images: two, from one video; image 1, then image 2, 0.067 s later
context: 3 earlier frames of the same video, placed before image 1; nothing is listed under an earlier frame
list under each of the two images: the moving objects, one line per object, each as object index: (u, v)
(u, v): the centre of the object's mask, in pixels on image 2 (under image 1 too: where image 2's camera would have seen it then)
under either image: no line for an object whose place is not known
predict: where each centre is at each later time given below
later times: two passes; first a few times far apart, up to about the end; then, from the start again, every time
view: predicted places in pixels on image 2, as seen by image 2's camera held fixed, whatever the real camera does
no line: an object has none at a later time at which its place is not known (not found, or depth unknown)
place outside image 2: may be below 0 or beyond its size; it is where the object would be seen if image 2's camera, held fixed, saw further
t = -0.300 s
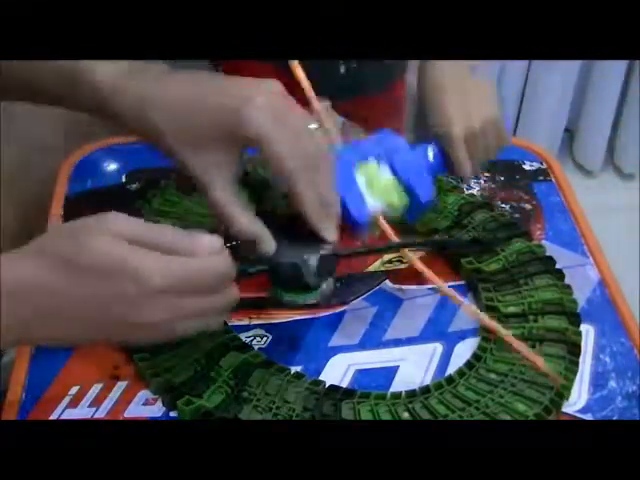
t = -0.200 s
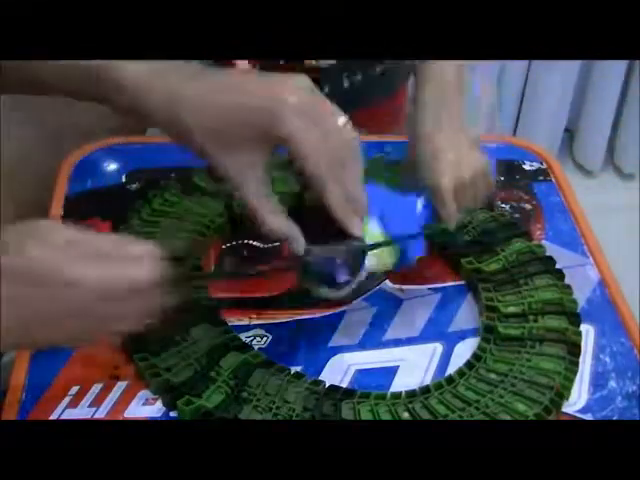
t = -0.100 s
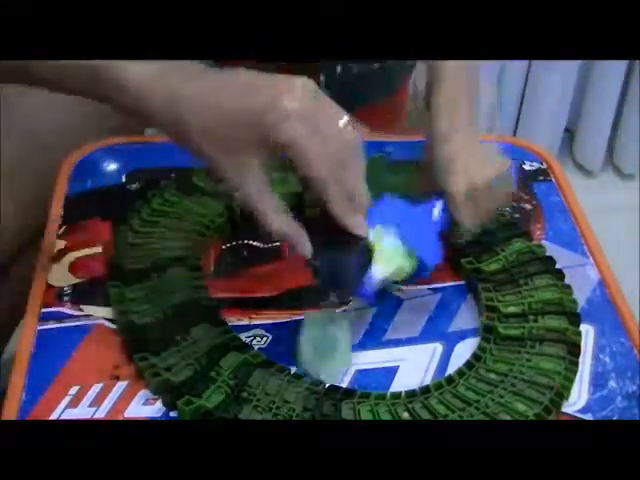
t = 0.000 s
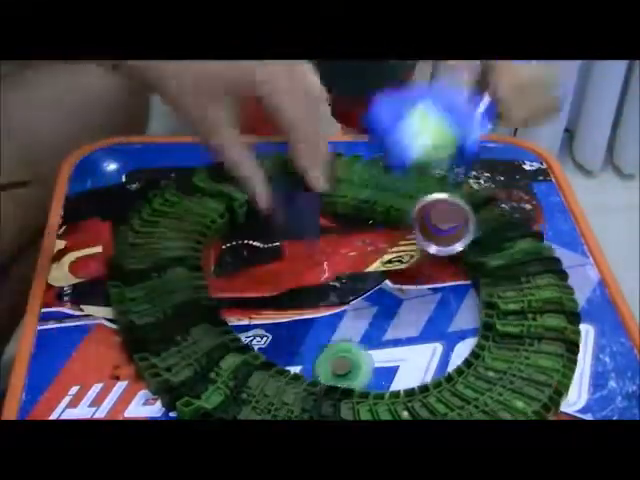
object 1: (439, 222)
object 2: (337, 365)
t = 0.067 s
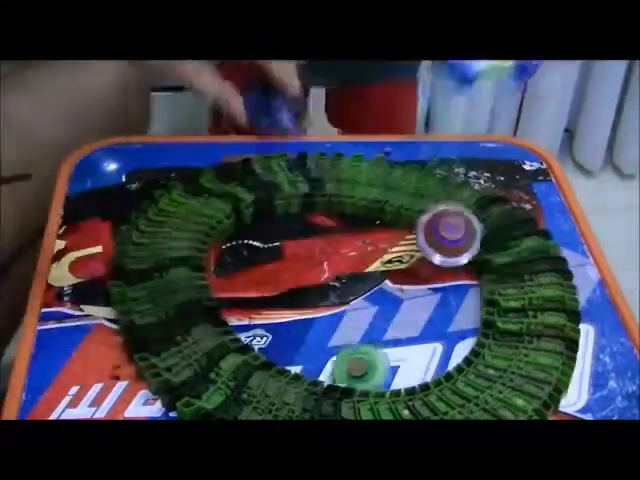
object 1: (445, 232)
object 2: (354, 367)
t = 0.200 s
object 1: (434, 242)
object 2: (373, 365)
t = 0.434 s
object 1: (461, 250)
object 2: (382, 367)
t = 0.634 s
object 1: (466, 267)
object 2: (381, 364)
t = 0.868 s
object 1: (462, 305)
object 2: (371, 357)
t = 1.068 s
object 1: (442, 336)
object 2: (362, 352)
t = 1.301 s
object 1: (394, 354)
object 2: (351, 335)
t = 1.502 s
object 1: (339, 352)
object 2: (358, 320)
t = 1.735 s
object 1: (258, 320)
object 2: (373, 306)
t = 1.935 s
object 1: (236, 273)
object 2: (389, 299)
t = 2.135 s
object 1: (231, 232)
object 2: (401, 300)
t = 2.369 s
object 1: (250, 212)
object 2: (406, 305)
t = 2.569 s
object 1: (258, 204)
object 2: (402, 313)
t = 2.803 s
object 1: (309, 216)
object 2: (380, 317)
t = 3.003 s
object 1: (364, 241)
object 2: (361, 309)
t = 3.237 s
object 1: (414, 263)
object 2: (348, 294)
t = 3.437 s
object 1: (436, 278)
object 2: (348, 282)
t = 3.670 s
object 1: (444, 293)
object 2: (359, 271)
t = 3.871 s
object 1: (438, 305)
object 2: (372, 269)
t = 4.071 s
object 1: (412, 316)
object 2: (382, 273)
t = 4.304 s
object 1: (352, 319)
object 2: (382, 282)
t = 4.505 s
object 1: (293, 311)
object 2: (370, 289)
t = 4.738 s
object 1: (239, 298)
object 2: (349, 290)
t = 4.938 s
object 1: (232, 294)
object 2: (333, 286)
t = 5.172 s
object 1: (248, 282)
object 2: (325, 276)
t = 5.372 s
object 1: (283, 273)
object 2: (332, 266)
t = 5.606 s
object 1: (315, 255)
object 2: (415, 231)
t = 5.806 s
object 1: (331, 235)
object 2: (422, 239)
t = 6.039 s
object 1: (320, 219)
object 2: (423, 247)
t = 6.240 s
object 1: (312, 227)
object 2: (412, 254)
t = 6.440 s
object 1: (325, 249)
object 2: (393, 254)
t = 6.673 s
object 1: (364, 269)
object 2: (379, 244)
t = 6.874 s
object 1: (392, 270)
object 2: (375, 238)
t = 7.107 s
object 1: (396, 264)
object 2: (382, 233)
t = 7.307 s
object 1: (374, 258)
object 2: (394, 233)
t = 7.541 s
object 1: (329, 261)
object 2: (392, 247)
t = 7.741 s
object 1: (299, 275)
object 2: (383, 252)
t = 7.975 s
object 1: (297, 294)
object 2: (366, 253)
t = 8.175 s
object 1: (327, 293)
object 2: (354, 247)
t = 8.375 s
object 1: (345, 269)
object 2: (350, 238)
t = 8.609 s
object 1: (333, 240)
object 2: (377, 216)
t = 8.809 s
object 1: (303, 235)
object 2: (386, 223)
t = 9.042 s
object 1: (293, 253)
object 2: (383, 229)
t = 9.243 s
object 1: (315, 268)
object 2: (372, 230)
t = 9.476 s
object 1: (355, 272)
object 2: (362, 228)
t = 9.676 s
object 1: (377, 261)
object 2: (360, 223)
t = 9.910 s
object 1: (369, 245)
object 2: (364, 217)
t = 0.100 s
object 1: (441, 236)
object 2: (360, 368)
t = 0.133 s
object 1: (437, 239)
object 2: (365, 367)
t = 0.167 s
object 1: (436, 239)
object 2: (369, 367)
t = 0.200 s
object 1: (434, 242)
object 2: (373, 365)
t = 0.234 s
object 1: (434, 243)
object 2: (376, 365)
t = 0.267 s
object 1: (436, 243)
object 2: (377, 365)
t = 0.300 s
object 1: (439, 245)
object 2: (379, 365)
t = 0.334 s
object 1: (443, 246)
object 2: (381, 365)
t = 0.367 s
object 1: (448, 247)
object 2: (381, 367)
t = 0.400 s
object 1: (455, 249)
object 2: (382, 367)
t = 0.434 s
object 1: (461, 250)
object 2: (382, 367)
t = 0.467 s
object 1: (463, 253)
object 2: (382, 368)
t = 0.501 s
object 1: (464, 254)
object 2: (383, 367)
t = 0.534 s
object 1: (466, 257)
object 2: (383, 366)
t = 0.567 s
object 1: (466, 261)
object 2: (383, 365)
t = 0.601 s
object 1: (467, 264)
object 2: (381, 364)
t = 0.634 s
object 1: (466, 267)
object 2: (381, 364)
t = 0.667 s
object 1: (467, 272)
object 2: (380, 364)
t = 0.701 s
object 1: (468, 276)
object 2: (379, 363)
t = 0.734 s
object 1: (468, 281)
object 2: (381, 359)
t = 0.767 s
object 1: (468, 287)
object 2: (376, 359)
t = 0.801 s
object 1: (466, 294)
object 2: (376, 359)
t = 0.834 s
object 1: (464, 301)
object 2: (375, 358)
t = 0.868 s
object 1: (462, 305)
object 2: (371, 357)
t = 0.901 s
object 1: (462, 310)
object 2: (369, 357)
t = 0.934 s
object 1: (458, 317)
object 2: (371, 358)
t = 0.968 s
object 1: (455, 321)
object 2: (370, 359)
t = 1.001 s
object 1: (452, 326)
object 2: (367, 356)
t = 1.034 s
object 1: (446, 333)
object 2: (364, 354)
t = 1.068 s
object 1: (442, 336)
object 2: (362, 352)
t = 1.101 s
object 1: (436, 341)
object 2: (360, 350)
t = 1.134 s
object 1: (430, 344)
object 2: (359, 349)
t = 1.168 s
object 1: (424, 348)
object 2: (358, 348)
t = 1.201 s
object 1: (417, 350)
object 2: (357, 346)
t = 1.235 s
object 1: (408, 352)
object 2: (354, 342)
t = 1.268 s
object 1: (401, 353)
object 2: (353, 339)
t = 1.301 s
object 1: (394, 354)
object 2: (351, 335)
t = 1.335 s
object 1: (386, 356)
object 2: (350, 333)
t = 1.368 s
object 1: (376, 356)
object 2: (350, 329)
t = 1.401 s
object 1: (367, 354)
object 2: (351, 325)
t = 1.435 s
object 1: (359, 353)
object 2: (353, 322)
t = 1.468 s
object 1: (350, 353)
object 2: (356, 321)
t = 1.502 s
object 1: (339, 352)
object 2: (358, 320)
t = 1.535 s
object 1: (329, 348)
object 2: (360, 318)
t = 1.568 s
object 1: (318, 344)
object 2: (361, 316)
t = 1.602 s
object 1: (304, 341)
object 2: (363, 313)
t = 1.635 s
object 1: (289, 338)
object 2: (365, 311)
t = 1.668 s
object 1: (280, 332)
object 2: (368, 309)
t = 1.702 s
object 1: (273, 325)
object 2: (370, 307)
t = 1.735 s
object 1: (258, 320)
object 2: (373, 306)
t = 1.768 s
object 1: (249, 313)
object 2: (376, 304)
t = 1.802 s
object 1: (242, 306)
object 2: (379, 302)
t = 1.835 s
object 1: (242, 297)
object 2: (381, 301)
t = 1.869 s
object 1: (242, 288)
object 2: (384, 300)
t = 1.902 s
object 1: (239, 280)
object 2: (386, 300)
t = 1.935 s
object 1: (236, 273)
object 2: (389, 299)
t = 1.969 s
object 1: (234, 265)
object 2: (391, 298)
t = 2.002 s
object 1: (230, 257)
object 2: (393, 298)
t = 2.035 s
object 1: (222, 249)
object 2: (396, 298)
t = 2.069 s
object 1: (223, 244)
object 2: (398, 299)
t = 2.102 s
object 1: (228, 238)
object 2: (399, 299)
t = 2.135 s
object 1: (231, 232)
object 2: (401, 300)
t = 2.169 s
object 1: (233, 225)
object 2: (403, 300)
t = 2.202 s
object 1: (235, 221)
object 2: (404, 301)
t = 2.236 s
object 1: (238, 217)
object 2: (404, 302)
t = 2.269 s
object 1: (241, 217)
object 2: (405, 303)
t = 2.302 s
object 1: (245, 215)
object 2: (406, 304)
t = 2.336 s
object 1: (247, 213)
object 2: (406, 305)
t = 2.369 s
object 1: (250, 212)
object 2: (406, 305)
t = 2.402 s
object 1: (251, 211)
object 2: (406, 306)
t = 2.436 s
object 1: (252, 210)
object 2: (405, 308)
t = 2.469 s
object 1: (253, 208)
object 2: (405, 309)
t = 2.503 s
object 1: (255, 206)
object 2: (405, 309)
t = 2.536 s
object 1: (256, 205)
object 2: (403, 312)
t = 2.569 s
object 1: (258, 204)
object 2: (402, 313)
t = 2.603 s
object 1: (260, 202)
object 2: (399, 314)
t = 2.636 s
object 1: (265, 201)
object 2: (395, 316)
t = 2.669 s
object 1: (273, 205)
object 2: (393, 316)
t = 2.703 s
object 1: (282, 207)
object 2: (390, 317)
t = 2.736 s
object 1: (291, 210)
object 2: (387, 317)
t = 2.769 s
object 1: (300, 212)
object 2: (384, 317)
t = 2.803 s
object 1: (309, 216)
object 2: (380, 317)
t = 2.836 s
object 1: (317, 219)
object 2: (377, 316)
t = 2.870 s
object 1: (327, 223)
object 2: (374, 315)
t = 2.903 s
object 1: (336, 227)
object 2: (372, 315)
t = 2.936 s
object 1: (346, 231)
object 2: (368, 314)
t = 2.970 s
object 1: (355, 237)
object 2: (364, 311)
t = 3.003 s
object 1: (364, 241)
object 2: (361, 309)
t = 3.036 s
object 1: (373, 245)
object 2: (358, 307)
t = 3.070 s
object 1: (380, 248)
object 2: (356, 305)
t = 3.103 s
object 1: (389, 250)
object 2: (354, 303)
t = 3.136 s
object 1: (397, 254)
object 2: (351, 300)
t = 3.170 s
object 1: (403, 257)
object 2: (350, 298)
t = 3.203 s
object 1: (409, 260)
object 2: (349, 296)
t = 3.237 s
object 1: (414, 263)
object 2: (348, 294)
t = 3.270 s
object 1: (419, 267)
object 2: (347, 291)
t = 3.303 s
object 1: (424, 269)
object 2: (347, 289)
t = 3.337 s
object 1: (428, 271)
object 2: (347, 288)
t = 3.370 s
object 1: (431, 273)
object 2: (347, 286)
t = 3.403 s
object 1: (434, 276)
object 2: (347, 283)
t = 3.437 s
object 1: (436, 278)
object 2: (348, 282)
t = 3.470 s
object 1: (438, 281)
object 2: (349, 280)
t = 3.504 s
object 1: (438, 283)
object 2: (350, 278)
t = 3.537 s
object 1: (440, 285)
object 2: (352, 276)
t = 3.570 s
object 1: (441, 287)
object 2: (353, 275)
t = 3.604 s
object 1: (442, 289)
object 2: (355, 273)
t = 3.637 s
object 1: (443, 291)
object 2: (357, 272)
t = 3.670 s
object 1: (444, 293)
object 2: (359, 271)
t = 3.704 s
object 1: (444, 295)
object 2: (361, 270)
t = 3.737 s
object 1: (443, 298)
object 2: (363, 269)
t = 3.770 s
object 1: (442, 300)
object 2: (366, 269)
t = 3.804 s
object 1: (441, 301)
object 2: (368, 269)
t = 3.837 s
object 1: (440, 303)
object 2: (370, 269)
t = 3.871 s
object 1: (438, 305)
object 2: (372, 269)
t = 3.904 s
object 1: (436, 307)
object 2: (374, 269)
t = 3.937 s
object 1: (433, 309)
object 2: (376, 270)
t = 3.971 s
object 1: (429, 311)
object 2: (377, 270)
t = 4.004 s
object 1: (424, 313)
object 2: (379, 270)
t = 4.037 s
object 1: (419, 314)
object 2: (380, 271)
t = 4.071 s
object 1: (412, 316)
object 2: (382, 273)
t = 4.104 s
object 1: (405, 317)
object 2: (382, 274)
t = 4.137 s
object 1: (397, 318)
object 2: (383, 275)
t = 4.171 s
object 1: (390, 319)
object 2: (384, 276)
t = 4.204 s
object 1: (382, 319)
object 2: (383, 278)
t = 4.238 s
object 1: (373, 319)
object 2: (383, 279)
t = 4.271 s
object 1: (362, 319)
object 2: (383, 280)
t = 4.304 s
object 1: (352, 319)
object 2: (382, 282)
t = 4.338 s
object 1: (342, 317)
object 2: (381, 283)
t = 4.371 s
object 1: (331, 316)
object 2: (378, 286)
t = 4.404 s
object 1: (320, 315)
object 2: (377, 287)
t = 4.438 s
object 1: (311, 314)
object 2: (375, 288)
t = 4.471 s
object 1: (303, 312)
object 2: (372, 289)
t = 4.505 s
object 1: (293, 311)
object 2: (370, 289)
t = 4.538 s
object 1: (284, 310)
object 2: (368, 290)
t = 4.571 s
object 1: (276, 308)
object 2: (365, 291)
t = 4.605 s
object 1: (269, 306)
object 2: (362, 291)
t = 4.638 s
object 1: (261, 305)
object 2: (358, 292)
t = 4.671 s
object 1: (254, 304)
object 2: (355, 291)
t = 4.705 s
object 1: (247, 301)
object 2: (352, 291)
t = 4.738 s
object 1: (239, 298)
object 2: (349, 290)
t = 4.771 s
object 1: (232, 294)
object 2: (346, 291)
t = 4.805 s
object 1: (224, 291)
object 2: (343, 290)
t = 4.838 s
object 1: (223, 290)
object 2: (341, 290)
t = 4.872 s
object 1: (228, 293)
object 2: (338, 289)
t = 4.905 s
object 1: (231, 294)
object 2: (335, 287)
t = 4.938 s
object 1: (232, 294)
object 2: (333, 286)
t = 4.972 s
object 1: (233, 293)
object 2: (330, 285)
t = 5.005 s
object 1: (235, 291)
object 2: (329, 284)
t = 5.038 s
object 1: (238, 289)
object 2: (327, 282)
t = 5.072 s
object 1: (239, 288)
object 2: (326, 281)
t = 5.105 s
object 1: (242, 286)
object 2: (325, 279)
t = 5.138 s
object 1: (244, 284)
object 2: (325, 277)
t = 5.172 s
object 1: (248, 282)
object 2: (325, 276)
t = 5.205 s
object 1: (253, 281)
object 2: (325, 274)
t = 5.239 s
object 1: (256, 279)
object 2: (325, 273)
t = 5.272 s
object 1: (263, 278)
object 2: (326, 271)
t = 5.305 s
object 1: (269, 276)
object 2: (327, 270)
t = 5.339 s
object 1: (275, 275)
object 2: (329, 268)
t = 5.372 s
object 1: (283, 273)
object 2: (332, 266)
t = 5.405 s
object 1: (290, 271)
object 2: (335, 264)
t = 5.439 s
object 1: (297, 268)
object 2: (339, 262)
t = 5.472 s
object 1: (303, 265)
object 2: (342, 260)
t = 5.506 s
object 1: (310, 261)
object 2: (350, 258)
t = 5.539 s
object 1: (311, 260)
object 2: (369, 248)
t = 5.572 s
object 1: (312, 257)
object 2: (396, 239)
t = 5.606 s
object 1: (315, 255)
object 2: (415, 231)
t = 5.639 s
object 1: (320, 252)
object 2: (416, 234)
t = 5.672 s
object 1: (323, 249)
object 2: (418, 236)
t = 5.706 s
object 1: (326, 245)
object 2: (419, 237)
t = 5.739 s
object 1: (330, 242)
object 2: (421, 238)
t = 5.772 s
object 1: (332, 238)
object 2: (421, 239)
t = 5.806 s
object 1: (331, 235)
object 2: (422, 239)
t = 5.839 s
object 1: (331, 231)
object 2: (423, 241)
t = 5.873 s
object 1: (329, 228)
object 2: (423, 242)
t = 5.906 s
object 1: (328, 225)
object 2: (424, 243)
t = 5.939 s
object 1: (326, 223)
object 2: (424, 244)
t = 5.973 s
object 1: (324, 222)
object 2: (423, 245)
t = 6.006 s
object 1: (322, 219)
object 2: (423, 246)
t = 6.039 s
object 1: (320, 219)
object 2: (423, 247)
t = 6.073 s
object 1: (319, 219)
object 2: (421, 248)
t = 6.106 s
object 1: (318, 220)
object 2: (420, 249)
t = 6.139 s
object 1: (316, 220)
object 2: (418, 250)
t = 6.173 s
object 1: (315, 221)
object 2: (416, 250)
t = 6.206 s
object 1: (314, 223)
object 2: (414, 253)
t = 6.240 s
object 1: (312, 227)
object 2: (412, 254)
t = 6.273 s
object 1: (312, 230)
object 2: (409, 255)
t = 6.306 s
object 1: (313, 234)
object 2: (406, 255)
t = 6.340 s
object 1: (315, 239)
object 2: (402, 254)
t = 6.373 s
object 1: (316, 242)
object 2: (399, 254)
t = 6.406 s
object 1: (321, 246)
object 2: (396, 254)
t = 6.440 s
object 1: (325, 249)
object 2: (393, 254)
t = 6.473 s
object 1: (330, 253)
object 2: (391, 253)
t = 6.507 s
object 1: (336, 256)
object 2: (389, 253)
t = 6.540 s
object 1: (342, 260)
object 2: (388, 252)
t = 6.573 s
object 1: (346, 262)
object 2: (387, 251)
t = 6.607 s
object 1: (353, 265)
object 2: (386, 249)
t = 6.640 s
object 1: (358, 267)
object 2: (382, 246)
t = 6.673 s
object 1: (364, 269)
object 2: (379, 244)
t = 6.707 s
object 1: (370, 270)
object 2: (377, 242)
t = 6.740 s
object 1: (375, 271)
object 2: (376, 241)
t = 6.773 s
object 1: (380, 271)
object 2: (376, 240)
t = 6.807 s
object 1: (385, 271)
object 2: (375, 239)
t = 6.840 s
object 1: (389, 271)
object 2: (374, 238)
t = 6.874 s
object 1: (392, 270)
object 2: (375, 238)
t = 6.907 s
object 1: (394, 269)
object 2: (376, 237)
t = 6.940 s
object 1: (395, 269)
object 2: (376, 236)
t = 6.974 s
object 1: (396, 268)
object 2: (377, 235)
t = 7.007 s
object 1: (396, 268)
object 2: (378, 235)
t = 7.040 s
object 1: (397, 266)
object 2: (380, 234)
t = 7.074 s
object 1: (397, 265)
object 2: (381, 233)
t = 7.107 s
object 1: (396, 264)
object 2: (382, 233)
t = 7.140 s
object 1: (393, 265)
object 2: (384, 232)
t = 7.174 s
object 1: (391, 262)
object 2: (385, 232)
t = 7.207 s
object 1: (388, 261)
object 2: (388, 232)
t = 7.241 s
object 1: (384, 260)
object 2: (390, 232)
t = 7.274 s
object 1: (379, 259)
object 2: (392, 232)
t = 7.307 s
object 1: (374, 258)
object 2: (394, 233)
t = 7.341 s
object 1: (368, 257)
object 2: (396, 235)
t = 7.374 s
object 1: (361, 257)
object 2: (397, 239)
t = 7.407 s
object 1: (352, 258)
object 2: (396, 240)
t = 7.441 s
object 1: (347, 259)
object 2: (394, 242)
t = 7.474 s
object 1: (341, 259)
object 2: (394, 244)
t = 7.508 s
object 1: (336, 260)
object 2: (393, 246)
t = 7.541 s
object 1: (329, 261)
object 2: (392, 247)
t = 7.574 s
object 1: (326, 262)
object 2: (391, 247)
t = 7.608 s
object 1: (318, 265)
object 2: (390, 249)
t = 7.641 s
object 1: (312, 268)
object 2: (389, 250)
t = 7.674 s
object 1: (308, 270)
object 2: (387, 251)
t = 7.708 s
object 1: (303, 272)
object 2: (386, 251)
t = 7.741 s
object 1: (299, 275)
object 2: (383, 252)
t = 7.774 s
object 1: (296, 278)
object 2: (381, 253)
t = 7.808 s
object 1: (293, 280)
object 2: (378, 253)
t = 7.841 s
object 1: (291, 284)
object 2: (377, 253)
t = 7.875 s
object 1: (291, 287)
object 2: (374, 253)
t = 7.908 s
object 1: (291, 290)
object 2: (371, 253)
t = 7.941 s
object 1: (293, 292)
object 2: (368, 252)
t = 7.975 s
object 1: (297, 294)
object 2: (366, 253)
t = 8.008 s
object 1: (302, 296)
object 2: (363, 252)
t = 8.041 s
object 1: (307, 297)
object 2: (361, 251)
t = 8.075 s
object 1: (311, 297)
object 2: (360, 251)
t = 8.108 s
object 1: (318, 296)
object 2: (358, 249)
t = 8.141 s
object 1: (323, 295)
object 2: (356, 248)
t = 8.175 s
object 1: (327, 293)
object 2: (354, 247)
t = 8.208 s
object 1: (333, 290)
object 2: (353, 246)
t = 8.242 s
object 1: (337, 287)
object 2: (352, 245)
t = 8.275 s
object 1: (341, 283)
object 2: (351, 244)
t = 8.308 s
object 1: (343, 278)
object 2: (351, 242)
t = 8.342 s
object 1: (344, 273)
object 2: (350, 239)
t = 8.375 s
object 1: (345, 269)
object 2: (350, 238)
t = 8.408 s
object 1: (346, 264)
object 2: (350, 235)
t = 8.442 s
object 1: (346, 259)
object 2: (351, 233)
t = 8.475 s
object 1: (345, 255)
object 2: (352, 230)
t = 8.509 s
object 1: (344, 250)
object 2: (354, 228)
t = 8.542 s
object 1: (341, 245)
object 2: (362, 226)
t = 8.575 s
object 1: (337, 243)
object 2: (371, 221)
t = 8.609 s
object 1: (333, 240)
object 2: (377, 216)
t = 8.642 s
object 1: (328, 238)
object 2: (382, 218)
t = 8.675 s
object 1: (323, 236)
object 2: (384, 220)
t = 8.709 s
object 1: (317, 235)
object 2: (385, 221)
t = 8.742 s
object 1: (313, 234)
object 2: (386, 221)
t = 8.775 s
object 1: (308, 234)
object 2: (386, 222)
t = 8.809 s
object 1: (303, 235)
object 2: (386, 223)
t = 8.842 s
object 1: (299, 236)
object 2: (387, 223)
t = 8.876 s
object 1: (295, 238)
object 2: (386, 224)
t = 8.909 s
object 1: (293, 241)
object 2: (387, 225)
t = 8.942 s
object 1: (291, 245)
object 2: (386, 225)
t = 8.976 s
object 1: (291, 247)
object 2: (385, 227)
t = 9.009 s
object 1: (291, 251)
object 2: (384, 228)
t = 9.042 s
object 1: (293, 253)
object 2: (383, 229)
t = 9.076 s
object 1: (294, 256)
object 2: (380, 229)
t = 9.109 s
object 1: (297, 258)
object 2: (379, 230)
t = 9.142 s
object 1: (301, 260)
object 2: (377, 230)
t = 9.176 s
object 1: (305, 263)
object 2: (375, 231)
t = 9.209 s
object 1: (310, 266)
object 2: (373, 231)
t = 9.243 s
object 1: (315, 268)
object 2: (372, 230)
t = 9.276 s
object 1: (322, 269)
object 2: (370, 230)
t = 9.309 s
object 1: (326, 271)
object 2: (369, 230)
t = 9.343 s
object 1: (332, 272)
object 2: (366, 231)
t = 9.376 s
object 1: (337, 273)
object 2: (366, 230)
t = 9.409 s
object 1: (343, 273)
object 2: (363, 229)
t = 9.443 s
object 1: (350, 273)
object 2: (363, 228)
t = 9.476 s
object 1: (355, 272)
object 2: (362, 228)
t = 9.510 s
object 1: (358, 271)
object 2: (361, 227)
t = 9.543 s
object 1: (363, 270)
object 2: (360, 226)
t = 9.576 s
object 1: (368, 268)
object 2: (360, 226)
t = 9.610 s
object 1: (371, 266)
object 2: (359, 225)
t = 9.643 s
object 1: (375, 264)
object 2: (359, 224)
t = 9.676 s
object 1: (377, 261)
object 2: (360, 223)
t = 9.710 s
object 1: (378, 258)
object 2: (360, 222)
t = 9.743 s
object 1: (379, 256)
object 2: (360, 222)
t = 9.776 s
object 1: (379, 254)
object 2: (361, 221)
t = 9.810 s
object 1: (378, 251)
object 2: (361, 220)
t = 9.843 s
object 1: (377, 248)
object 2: (362, 219)
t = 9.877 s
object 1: (375, 246)
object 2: (363, 218)
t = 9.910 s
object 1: (369, 245)
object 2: (364, 217)
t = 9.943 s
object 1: (364, 245)
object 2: (367, 217)
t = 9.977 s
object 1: (359, 242)
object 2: (370, 216)
